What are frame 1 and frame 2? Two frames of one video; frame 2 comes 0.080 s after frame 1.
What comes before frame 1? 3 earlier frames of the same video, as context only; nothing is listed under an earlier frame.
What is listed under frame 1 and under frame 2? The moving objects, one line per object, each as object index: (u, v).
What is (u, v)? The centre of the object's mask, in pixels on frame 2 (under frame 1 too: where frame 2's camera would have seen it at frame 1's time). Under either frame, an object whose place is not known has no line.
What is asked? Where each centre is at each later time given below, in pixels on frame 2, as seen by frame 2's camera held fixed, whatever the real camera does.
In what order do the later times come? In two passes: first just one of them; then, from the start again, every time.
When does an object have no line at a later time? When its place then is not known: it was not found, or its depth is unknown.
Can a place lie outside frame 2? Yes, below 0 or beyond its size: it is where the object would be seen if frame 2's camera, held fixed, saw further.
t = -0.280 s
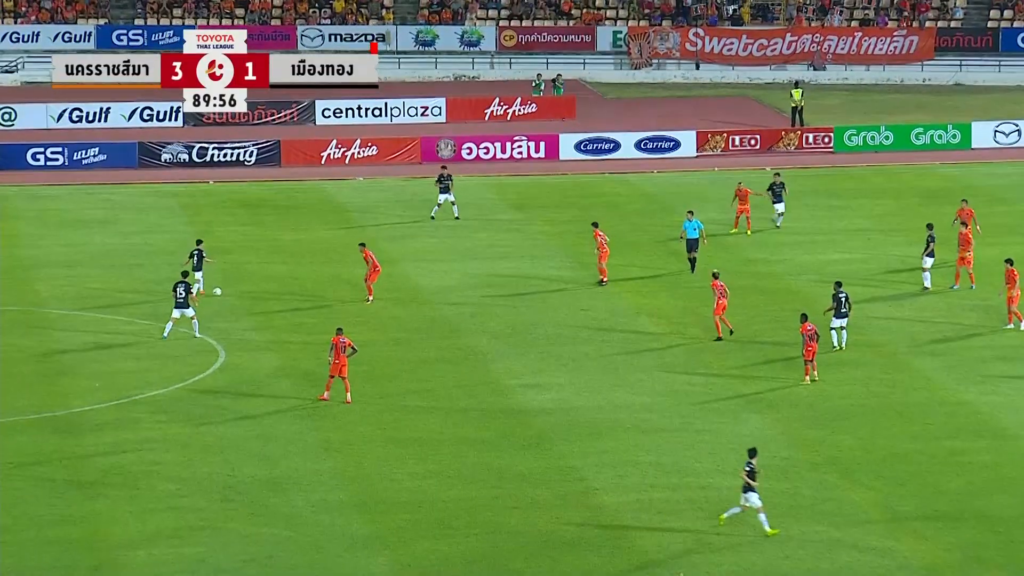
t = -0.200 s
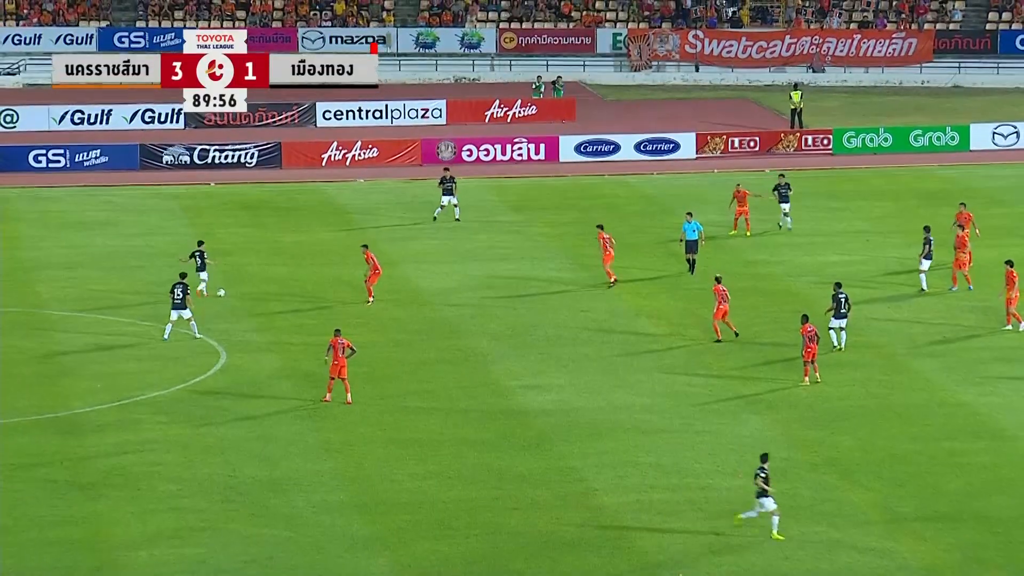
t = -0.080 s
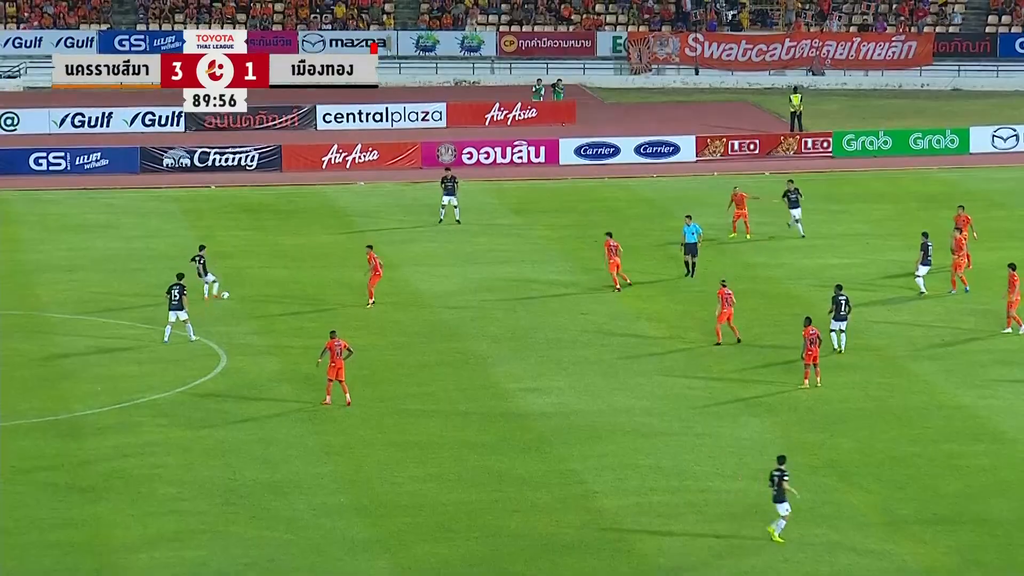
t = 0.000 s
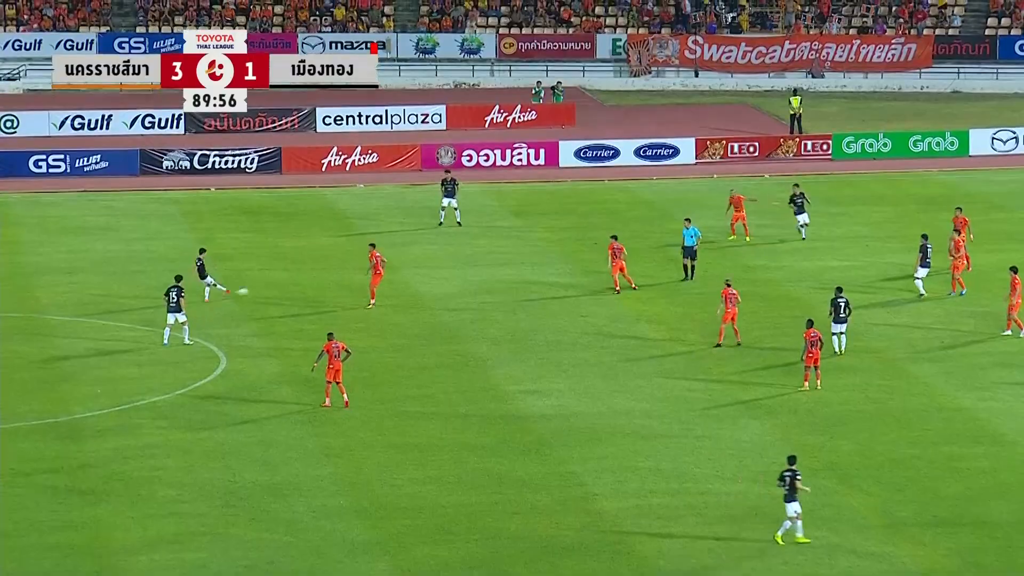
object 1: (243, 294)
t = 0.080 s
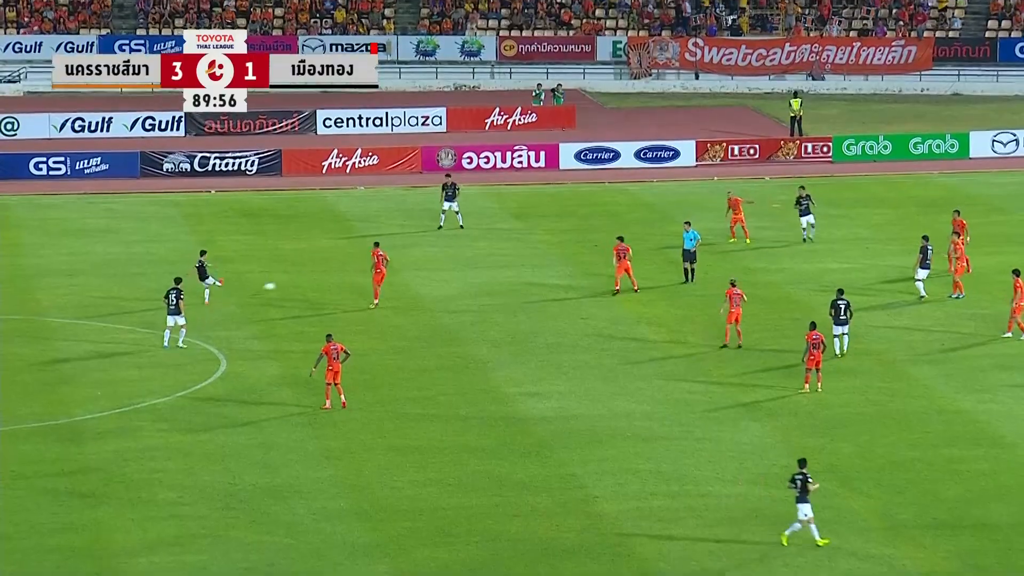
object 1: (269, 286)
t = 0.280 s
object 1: (329, 273)
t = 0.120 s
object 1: (283, 284)
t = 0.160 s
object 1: (295, 282)
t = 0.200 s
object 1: (308, 280)
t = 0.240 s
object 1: (318, 277)
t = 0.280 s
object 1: (329, 273)
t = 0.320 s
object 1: (339, 271)
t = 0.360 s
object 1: (349, 270)
